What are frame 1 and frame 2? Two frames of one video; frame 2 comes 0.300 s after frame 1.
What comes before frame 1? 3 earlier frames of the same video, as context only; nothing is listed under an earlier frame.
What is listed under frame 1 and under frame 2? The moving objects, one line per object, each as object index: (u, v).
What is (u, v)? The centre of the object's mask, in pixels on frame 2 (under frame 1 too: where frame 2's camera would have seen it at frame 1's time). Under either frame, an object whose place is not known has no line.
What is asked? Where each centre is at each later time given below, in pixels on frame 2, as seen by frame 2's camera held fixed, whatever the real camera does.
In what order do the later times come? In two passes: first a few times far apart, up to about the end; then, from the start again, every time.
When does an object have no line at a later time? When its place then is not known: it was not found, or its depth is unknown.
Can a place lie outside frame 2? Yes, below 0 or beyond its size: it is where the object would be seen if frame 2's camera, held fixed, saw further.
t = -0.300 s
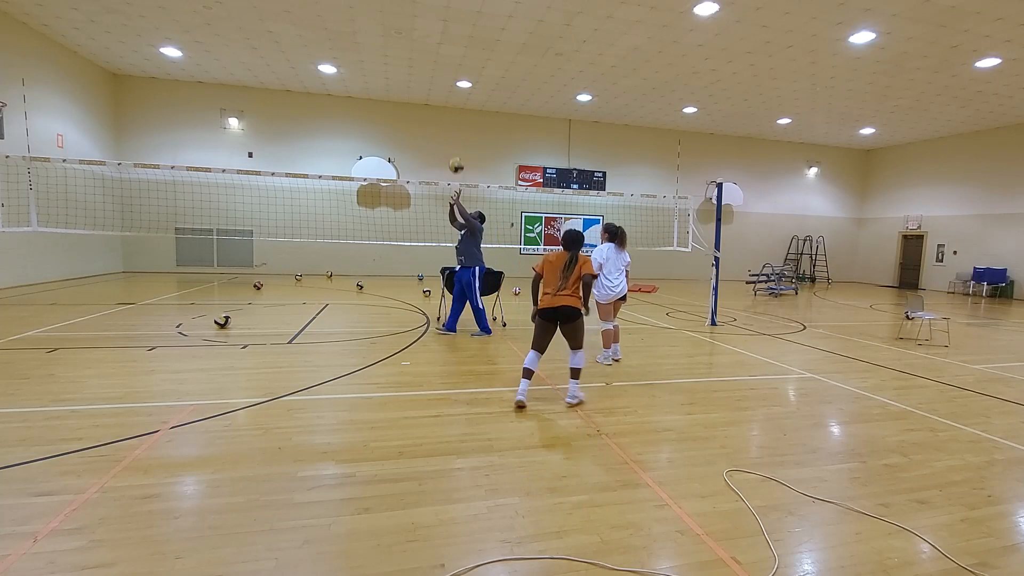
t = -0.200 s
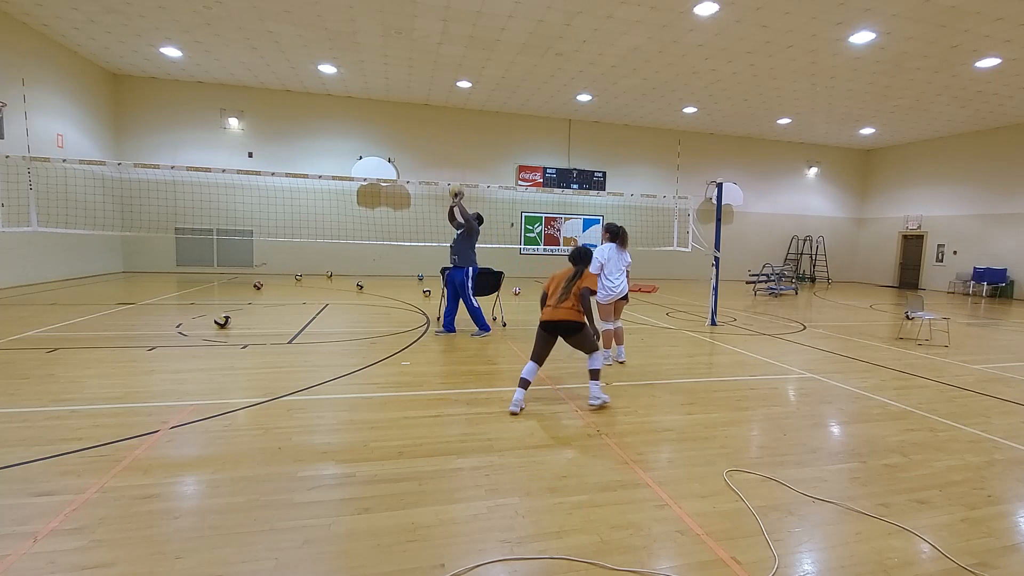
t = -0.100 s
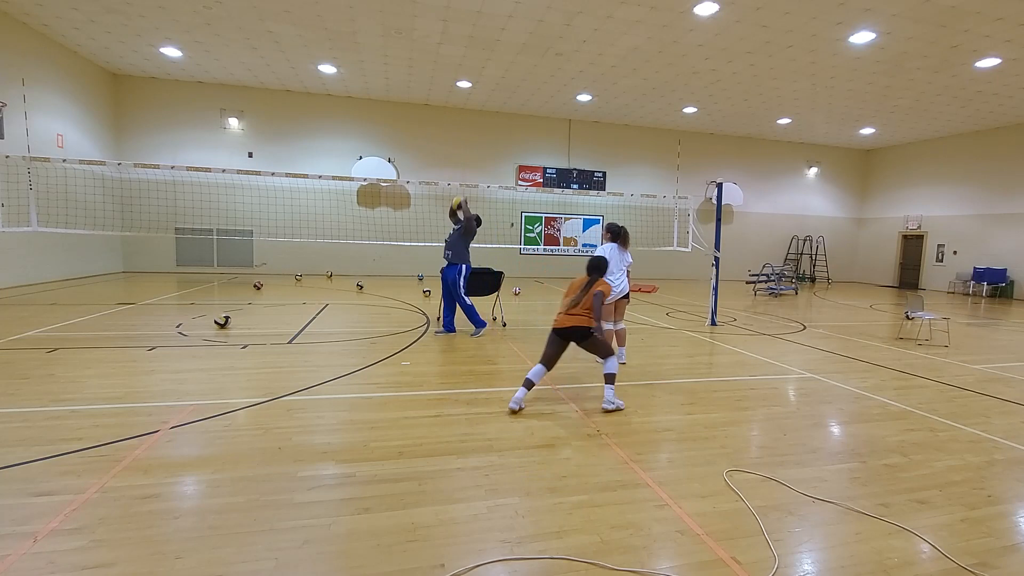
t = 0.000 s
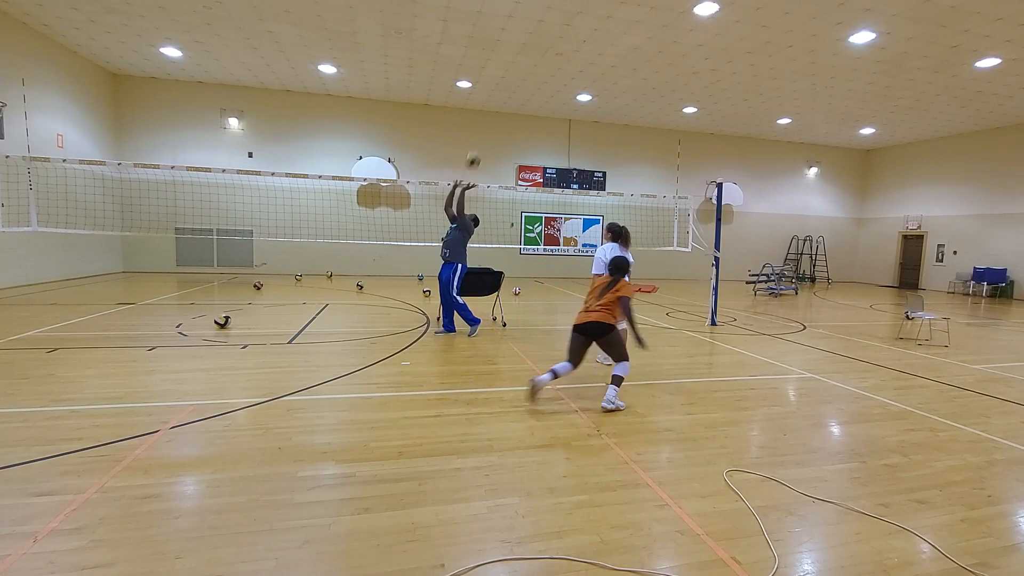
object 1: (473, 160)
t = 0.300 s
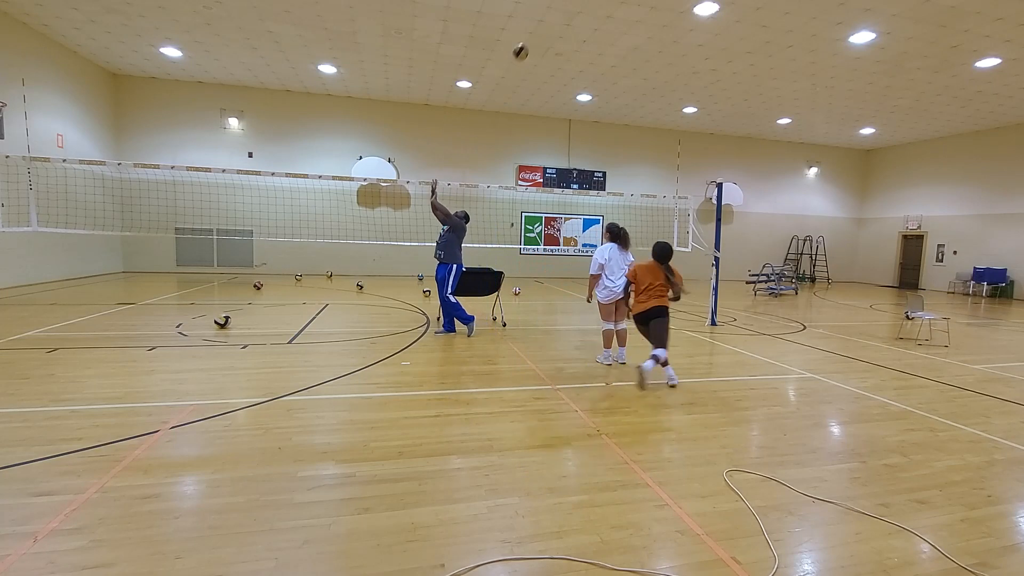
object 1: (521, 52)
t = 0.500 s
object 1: (550, 19)
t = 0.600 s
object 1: (564, 14)
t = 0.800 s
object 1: (591, 23)
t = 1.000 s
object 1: (616, 61)
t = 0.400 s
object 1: (536, 32)
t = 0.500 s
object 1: (550, 19)
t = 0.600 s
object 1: (564, 14)
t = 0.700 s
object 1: (578, 15)
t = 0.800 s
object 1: (591, 23)
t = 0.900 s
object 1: (604, 39)
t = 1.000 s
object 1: (616, 61)
